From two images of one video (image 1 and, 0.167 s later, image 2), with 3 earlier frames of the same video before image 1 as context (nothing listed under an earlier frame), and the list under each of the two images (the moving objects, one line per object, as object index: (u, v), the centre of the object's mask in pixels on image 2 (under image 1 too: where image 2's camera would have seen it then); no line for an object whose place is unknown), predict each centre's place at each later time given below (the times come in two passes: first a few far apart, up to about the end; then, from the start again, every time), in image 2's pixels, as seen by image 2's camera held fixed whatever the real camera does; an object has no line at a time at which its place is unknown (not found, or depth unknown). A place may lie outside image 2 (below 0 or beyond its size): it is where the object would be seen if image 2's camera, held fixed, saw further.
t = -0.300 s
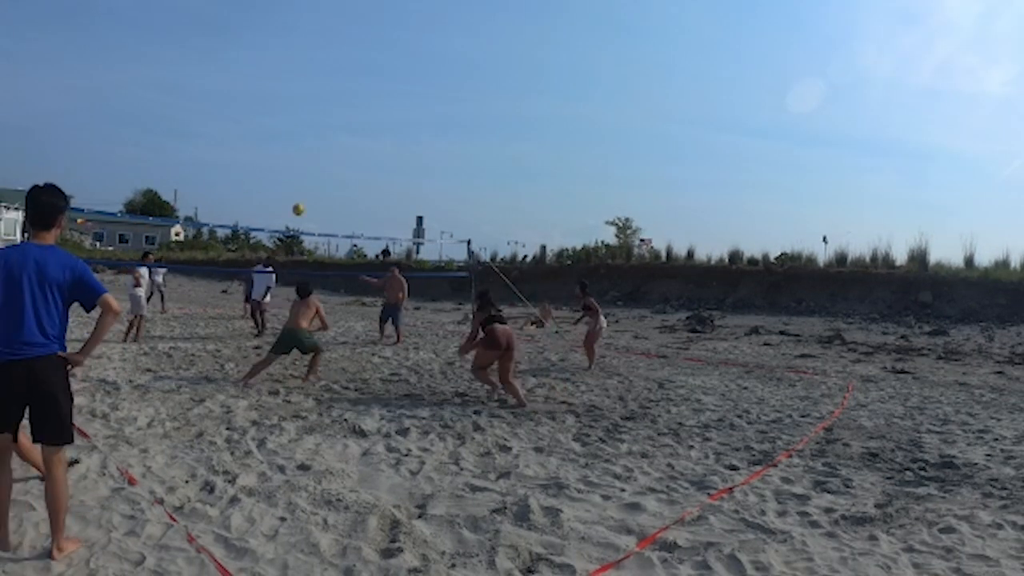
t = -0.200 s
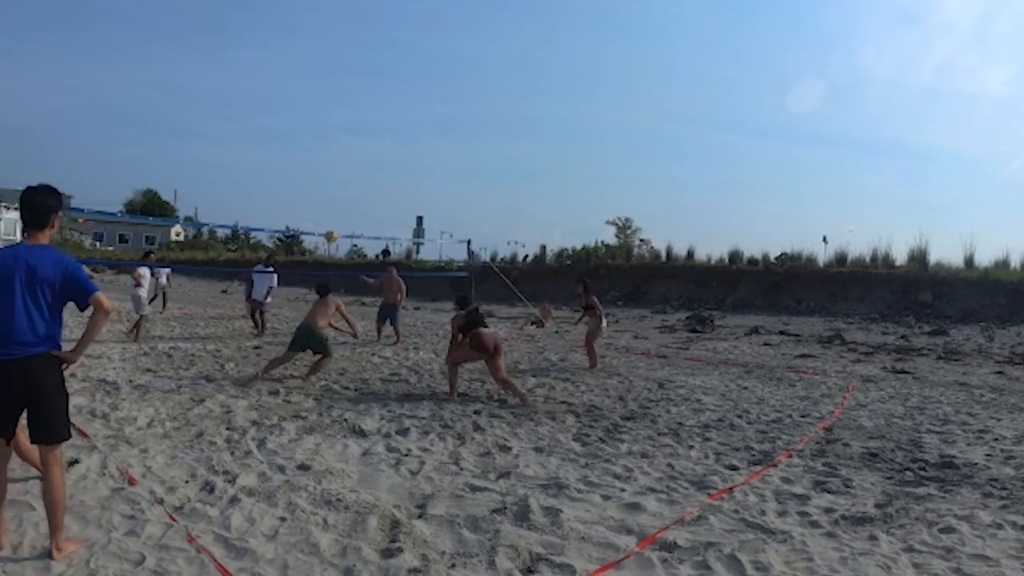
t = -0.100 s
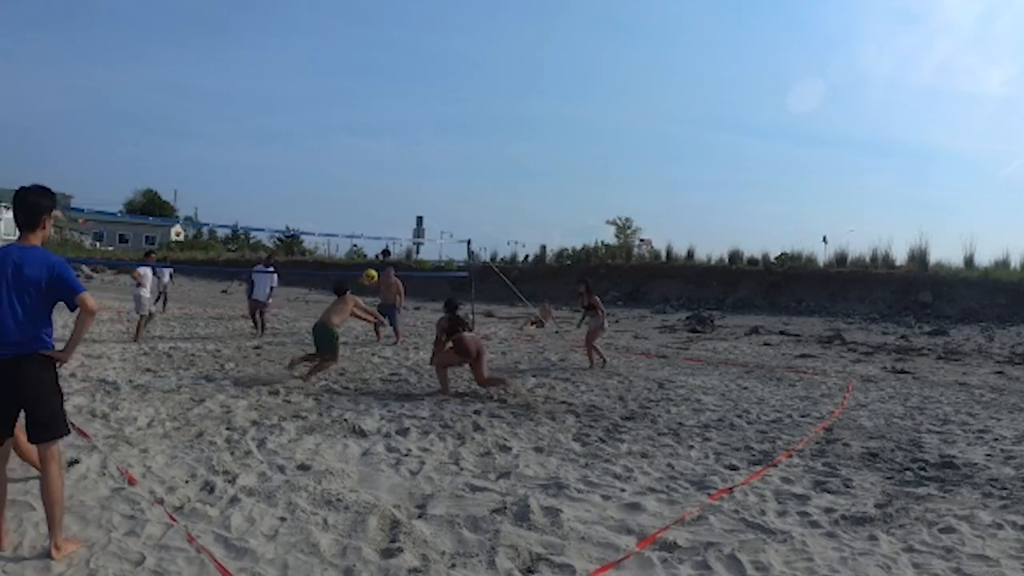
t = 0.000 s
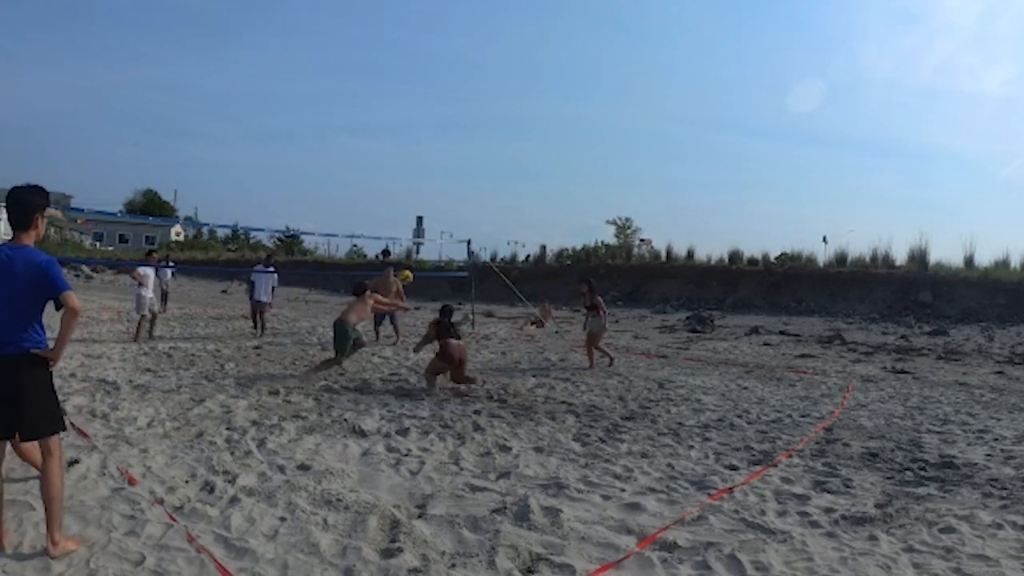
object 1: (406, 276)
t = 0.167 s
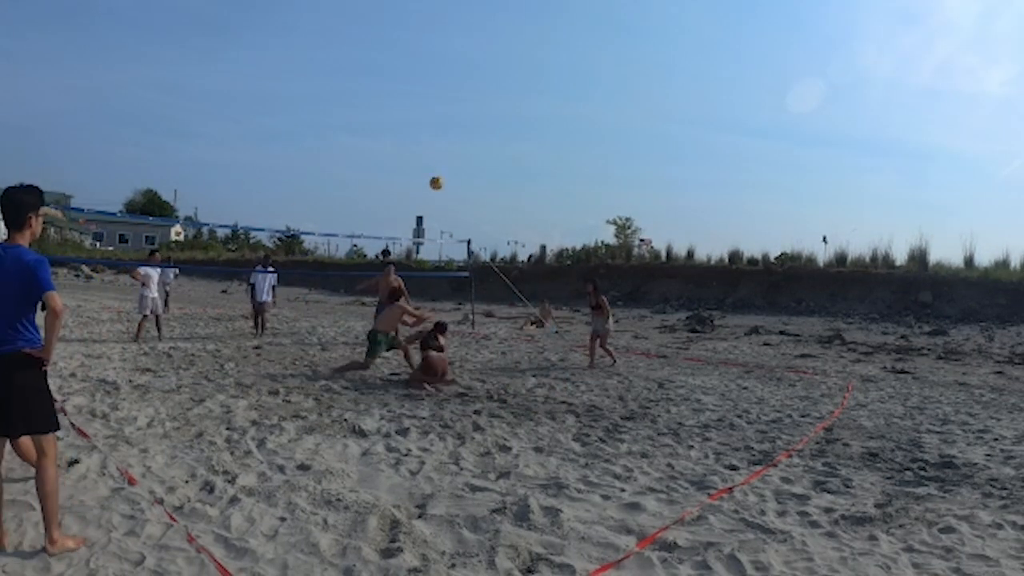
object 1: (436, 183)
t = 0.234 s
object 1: (447, 154)
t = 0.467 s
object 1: (482, 82)
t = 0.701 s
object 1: (512, 46)
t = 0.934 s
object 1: (537, 39)
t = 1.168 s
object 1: (558, 55)
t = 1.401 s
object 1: (577, 93)
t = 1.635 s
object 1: (595, 149)
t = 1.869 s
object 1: (610, 224)
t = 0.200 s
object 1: (441, 168)
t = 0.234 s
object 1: (447, 154)
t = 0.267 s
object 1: (452, 141)
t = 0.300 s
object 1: (457, 129)
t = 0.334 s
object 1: (463, 118)
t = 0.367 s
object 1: (468, 107)
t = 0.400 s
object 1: (473, 98)
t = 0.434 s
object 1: (478, 89)
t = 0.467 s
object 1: (482, 82)
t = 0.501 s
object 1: (487, 75)
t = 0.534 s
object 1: (491, 68)
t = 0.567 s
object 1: (495, 63)
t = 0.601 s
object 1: (500, 58)
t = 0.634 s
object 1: (504, 53)
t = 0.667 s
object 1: (508, 50)
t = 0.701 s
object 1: (512, 46)
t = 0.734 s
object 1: (516, 44)
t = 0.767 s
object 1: (519, 41)
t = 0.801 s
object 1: (523, 40)
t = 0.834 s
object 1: (526, 39)
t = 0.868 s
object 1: (530, 38)
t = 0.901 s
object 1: (533, 38)
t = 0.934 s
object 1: (537, 39)
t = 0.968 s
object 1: (540, 39)
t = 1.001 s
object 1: (543, 41)
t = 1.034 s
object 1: (546, 43)
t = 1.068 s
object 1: (549, 45)
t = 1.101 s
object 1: (552, 48)
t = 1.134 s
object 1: (556, 51)
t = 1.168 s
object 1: (558, 55)
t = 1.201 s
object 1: (561, 59)
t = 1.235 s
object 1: (564, 64)
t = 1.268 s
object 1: (567, 69)
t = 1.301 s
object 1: (569, 74)
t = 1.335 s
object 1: (572, 80)
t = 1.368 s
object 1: (575, 86)
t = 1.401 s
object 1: (577, 93)
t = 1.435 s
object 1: (580, 99)
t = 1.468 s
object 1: (583, 107)
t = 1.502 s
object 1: (585, 115)
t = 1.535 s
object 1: (588, 123)
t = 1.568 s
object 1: (591, 131)
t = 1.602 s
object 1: (593, 140)
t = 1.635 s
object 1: (595, 149)
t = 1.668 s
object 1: (597, 159)
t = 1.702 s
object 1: (600, 169)
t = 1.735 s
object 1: (602, 179)
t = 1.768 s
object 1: (604, 190)
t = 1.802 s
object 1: (606, 201)
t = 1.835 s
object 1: (608, 213)
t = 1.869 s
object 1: (610, 224)
